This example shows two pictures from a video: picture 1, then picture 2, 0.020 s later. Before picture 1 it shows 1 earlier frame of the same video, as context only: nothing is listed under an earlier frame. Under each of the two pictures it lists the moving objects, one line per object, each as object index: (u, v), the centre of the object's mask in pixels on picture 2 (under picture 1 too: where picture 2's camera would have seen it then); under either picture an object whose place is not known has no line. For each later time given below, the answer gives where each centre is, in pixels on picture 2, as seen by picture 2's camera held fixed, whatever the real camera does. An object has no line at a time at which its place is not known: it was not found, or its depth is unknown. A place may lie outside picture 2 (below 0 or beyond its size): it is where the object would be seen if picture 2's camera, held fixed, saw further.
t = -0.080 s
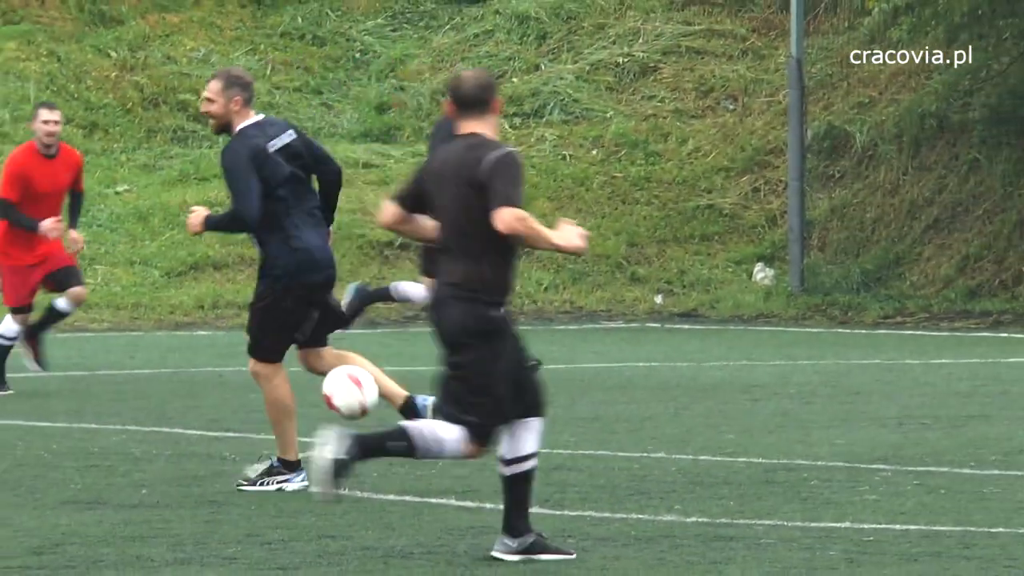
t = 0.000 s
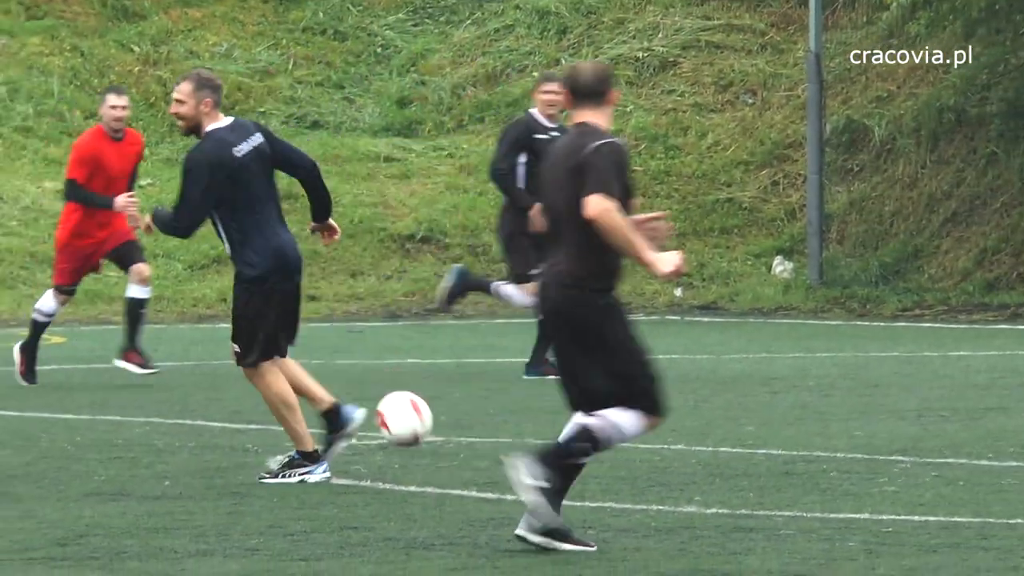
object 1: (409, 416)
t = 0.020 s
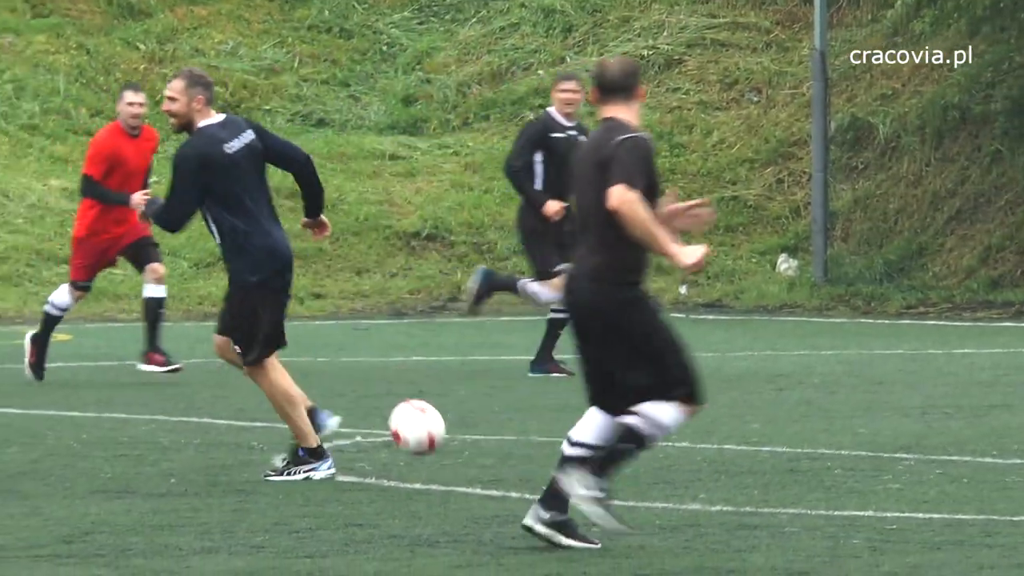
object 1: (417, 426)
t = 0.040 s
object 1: (424, 440)
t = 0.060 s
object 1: (433, 451)
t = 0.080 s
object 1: (441, 468)
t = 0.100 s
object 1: (450, 464)
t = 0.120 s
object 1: (458, 456)
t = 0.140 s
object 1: (467, 446)
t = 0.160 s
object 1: (475, 439)
